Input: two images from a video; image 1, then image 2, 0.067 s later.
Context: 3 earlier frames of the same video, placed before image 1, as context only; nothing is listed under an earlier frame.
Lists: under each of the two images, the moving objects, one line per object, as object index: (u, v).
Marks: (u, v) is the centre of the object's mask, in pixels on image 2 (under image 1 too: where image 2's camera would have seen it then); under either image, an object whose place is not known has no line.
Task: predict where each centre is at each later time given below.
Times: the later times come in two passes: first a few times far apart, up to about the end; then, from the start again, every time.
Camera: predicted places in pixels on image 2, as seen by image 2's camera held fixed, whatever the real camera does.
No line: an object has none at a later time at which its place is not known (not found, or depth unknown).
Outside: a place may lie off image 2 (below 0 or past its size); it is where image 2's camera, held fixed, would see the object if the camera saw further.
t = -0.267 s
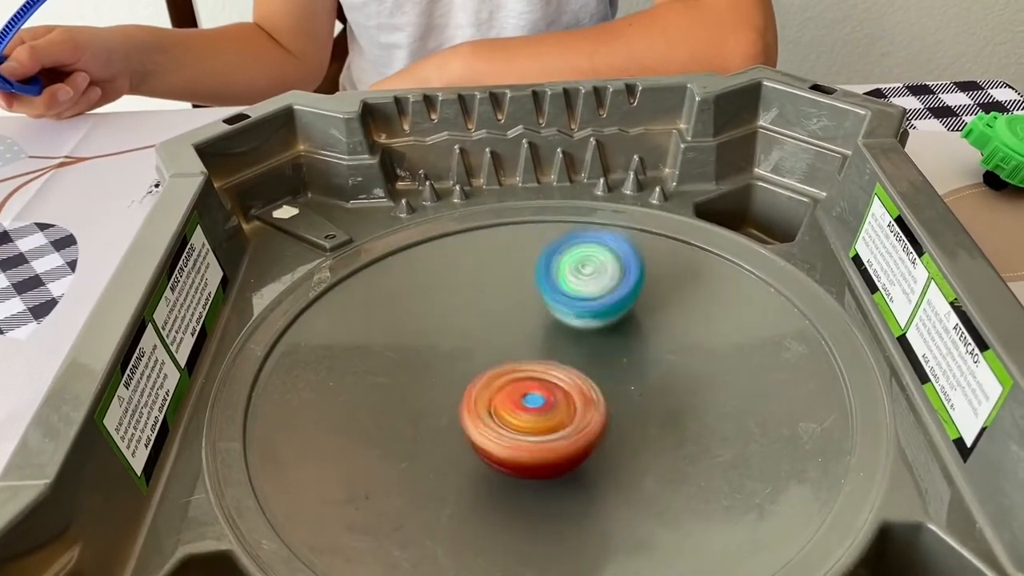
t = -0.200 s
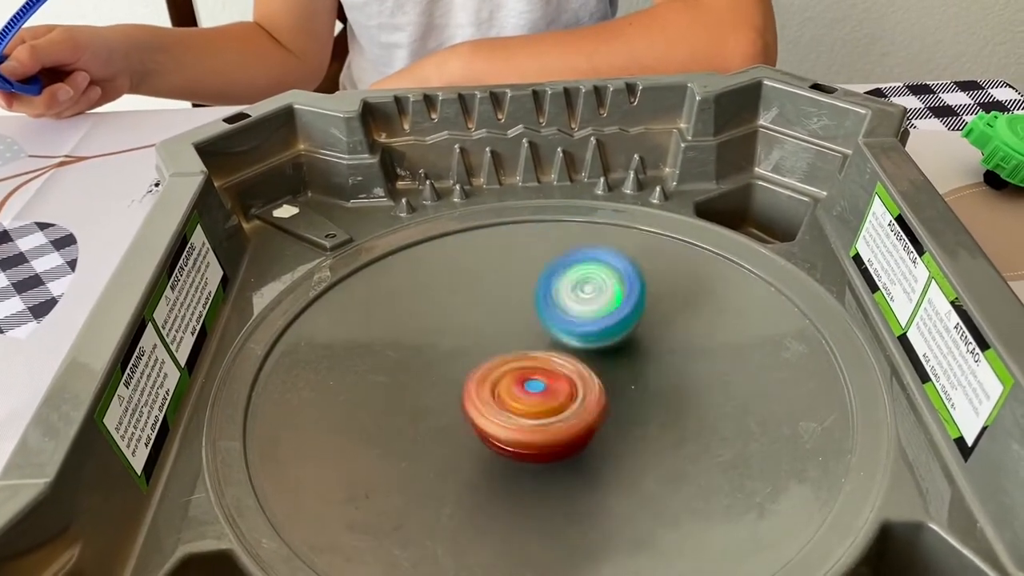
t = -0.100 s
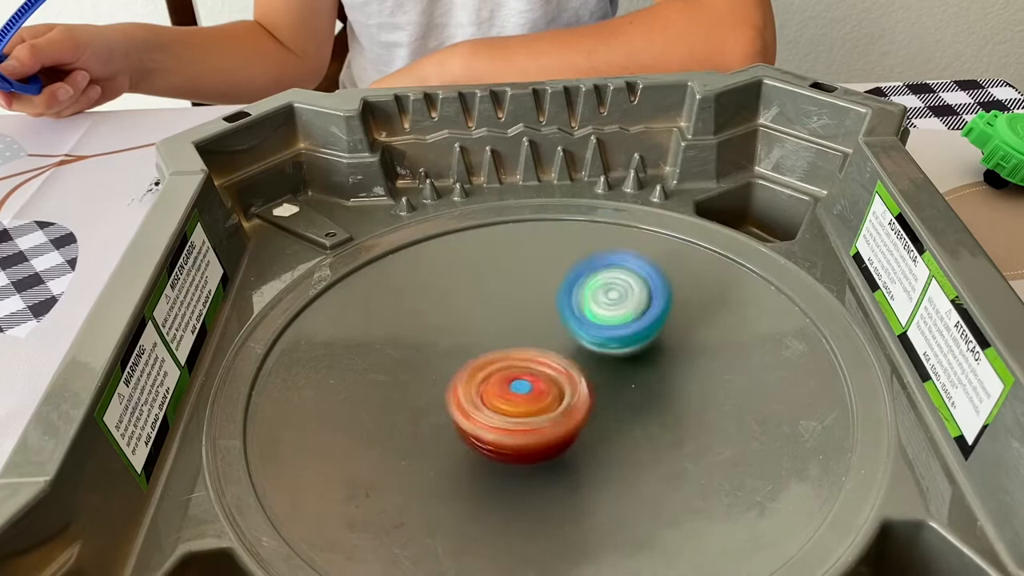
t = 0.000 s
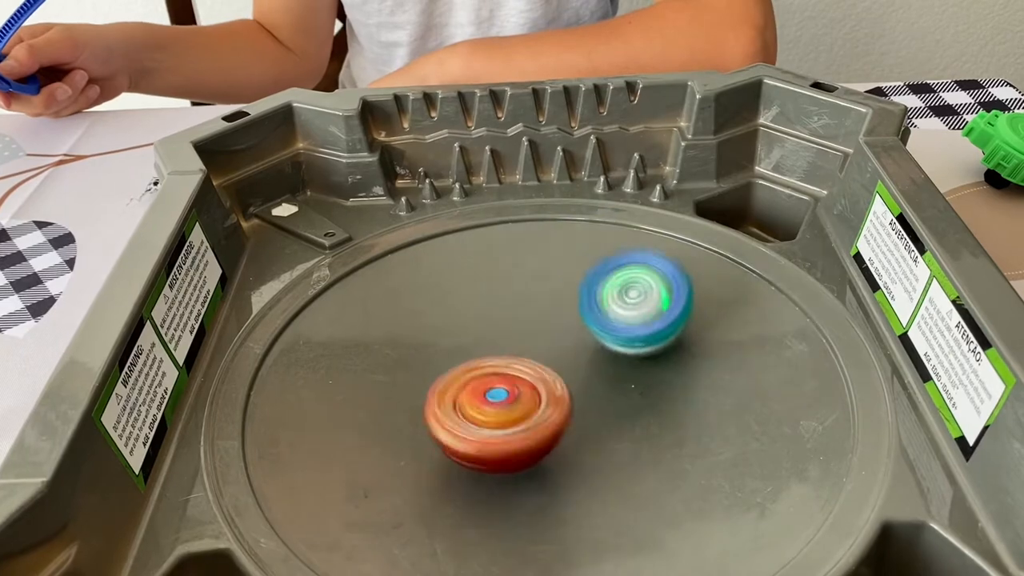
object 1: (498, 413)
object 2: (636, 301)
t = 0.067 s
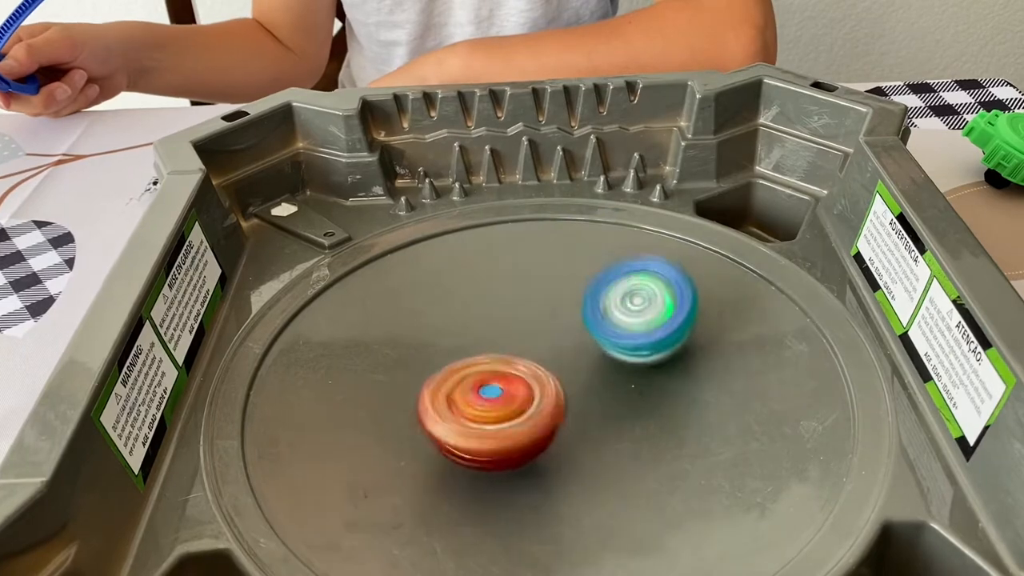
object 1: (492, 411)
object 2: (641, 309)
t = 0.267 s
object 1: (495, 392)
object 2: (646, 345)
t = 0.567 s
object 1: (433, 391)
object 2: (744, 315)
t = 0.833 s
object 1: (503, 355)
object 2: (656, 384)
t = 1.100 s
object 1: (486, 350)
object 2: (594, 448)
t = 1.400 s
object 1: (455, 284)
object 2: (640, 470)
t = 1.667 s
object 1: (574, 329)
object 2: (416, 380)
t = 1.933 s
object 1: (570, 392)
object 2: (279, 357)
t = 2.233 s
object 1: (529, 394)
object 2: (389, 366)
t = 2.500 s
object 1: (642, 401)
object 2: (460, 296)
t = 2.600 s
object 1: (636, 383)
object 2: (490, 275)
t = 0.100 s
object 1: (492, 408)
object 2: (642, 316)
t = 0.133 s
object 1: (494, 405)
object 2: (642, 323)
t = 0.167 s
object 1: (497, 401)
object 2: (641, 331)
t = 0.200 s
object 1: (500, 397)
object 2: (638, 338)
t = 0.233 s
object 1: (504, 393)
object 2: (632, 347)
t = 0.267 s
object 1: (495, 392)
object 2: (646, 345)
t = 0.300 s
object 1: (464, 398)
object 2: (688, 331)
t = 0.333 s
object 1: (443, 402)
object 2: (723, 318)
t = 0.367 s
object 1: (423, 406)
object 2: (748, 308)
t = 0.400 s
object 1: (410, 408)
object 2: (764, 301)
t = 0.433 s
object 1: (406, 406)
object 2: (770, 299)
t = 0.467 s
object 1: (409, 403)
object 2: (770, 299)
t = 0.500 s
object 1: (416, 401)
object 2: (765, 302)
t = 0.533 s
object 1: (424, 398)
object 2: (755, 308)
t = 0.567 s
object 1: (433, 391)
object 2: (744, 315)
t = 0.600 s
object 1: (447, 386)
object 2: (730, 324)
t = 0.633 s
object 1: (461, 383)
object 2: (716, 333)
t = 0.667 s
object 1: (474, 378)
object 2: (701, 343)
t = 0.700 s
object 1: (486, 373)
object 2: (684, 352)
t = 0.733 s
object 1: (500, 369)
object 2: (665, 360)
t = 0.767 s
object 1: (512, 366)
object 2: (650, 368)
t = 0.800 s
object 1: (508, 360)
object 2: (655, 376)
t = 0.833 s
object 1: (503, 355)
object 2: (656, 384)
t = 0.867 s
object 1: (500, 352)
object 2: (652, 392)
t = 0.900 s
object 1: (499, 350)
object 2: (646, 400)
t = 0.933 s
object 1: (498, 349)
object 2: (637, 407)
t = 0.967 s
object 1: (495, 350)
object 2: (626, 414)
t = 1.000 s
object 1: (496, 353)
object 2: (613, 420)
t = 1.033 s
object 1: (499, 353)
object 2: (598, 425)
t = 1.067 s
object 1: (500, 356)
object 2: (584, 429)
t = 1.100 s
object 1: (486, 350)
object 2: (594, 448)
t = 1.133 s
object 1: (461, 328)
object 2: (637, 484)
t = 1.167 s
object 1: (444, 313)
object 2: (676, 516)
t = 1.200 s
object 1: (428, 301)
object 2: (706, 528)
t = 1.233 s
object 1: (420, 287)
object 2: (712, 525)
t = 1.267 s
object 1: (418, 284)
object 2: (708, 522)
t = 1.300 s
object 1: (420, 281)
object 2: (696, 513)
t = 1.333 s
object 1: (430, 279)
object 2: (682, 500)
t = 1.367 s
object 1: (442, 284)
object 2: (662, 484)
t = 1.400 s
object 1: (455, 284)
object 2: (640, 470)
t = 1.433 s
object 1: (474, 288)
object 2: (616, 455)
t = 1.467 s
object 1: (490, 293)
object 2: (589, 441)
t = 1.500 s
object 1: (506, 294)
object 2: (561, 428)
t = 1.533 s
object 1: (524, 302)
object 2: (532, 416)
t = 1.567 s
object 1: (538, 304)
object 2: (504, 406)
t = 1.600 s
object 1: (553, 312)
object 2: (475, 395)
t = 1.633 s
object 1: (564, 318)
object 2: (443, 388)
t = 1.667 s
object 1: (574, 329)
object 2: (416, 380)
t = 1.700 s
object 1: (582, 337)
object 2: (391, 373)
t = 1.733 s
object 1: (586, 346)
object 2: (368, 366)
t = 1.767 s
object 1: (588, 358)
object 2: (348, 362)
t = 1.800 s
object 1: (589, 364)
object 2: (330, 358)
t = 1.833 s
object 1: (586, 376)
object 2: (313, 356)
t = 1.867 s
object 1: (584, 380)
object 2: (299, 354)
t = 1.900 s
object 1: (577, 385)
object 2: (287, 355)
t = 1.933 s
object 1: (570, 392)
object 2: (279, 357)
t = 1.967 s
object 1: (559, 391)
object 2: (277, 359)
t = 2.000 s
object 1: (549, 398)
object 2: (280, 362)
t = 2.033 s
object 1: (539, 396)
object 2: (291, 365)
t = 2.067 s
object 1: (528, 404)
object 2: (305, 370)
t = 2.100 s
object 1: (521, 401)
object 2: (325, 372)
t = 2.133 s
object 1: (513, 409)
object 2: (346, 373)
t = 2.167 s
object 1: (510, 404)
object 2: (370, 375)
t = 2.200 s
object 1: (512, 409)
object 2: (392, 373)
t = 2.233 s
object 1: (529, 394)
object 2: (389, 366)
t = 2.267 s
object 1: (548, 399)
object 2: (393, 357)
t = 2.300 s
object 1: (568, 404)
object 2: (399, 348)
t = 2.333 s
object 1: (581, 410)
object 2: (408, 338)
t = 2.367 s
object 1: (598, 403)
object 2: (417, 331)
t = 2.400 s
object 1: (613, 410)
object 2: (428, 322)
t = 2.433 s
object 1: (627, 404)
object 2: (439, 315)
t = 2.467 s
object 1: (633, 403)
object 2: (450, 305)
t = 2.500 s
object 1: (642, 401)
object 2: (460, 296)
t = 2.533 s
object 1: (641, 394)
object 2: (471, 289)
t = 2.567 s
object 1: (643, 393)
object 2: (481, 281)
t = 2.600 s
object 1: (636, 383)
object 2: (490, 275)
